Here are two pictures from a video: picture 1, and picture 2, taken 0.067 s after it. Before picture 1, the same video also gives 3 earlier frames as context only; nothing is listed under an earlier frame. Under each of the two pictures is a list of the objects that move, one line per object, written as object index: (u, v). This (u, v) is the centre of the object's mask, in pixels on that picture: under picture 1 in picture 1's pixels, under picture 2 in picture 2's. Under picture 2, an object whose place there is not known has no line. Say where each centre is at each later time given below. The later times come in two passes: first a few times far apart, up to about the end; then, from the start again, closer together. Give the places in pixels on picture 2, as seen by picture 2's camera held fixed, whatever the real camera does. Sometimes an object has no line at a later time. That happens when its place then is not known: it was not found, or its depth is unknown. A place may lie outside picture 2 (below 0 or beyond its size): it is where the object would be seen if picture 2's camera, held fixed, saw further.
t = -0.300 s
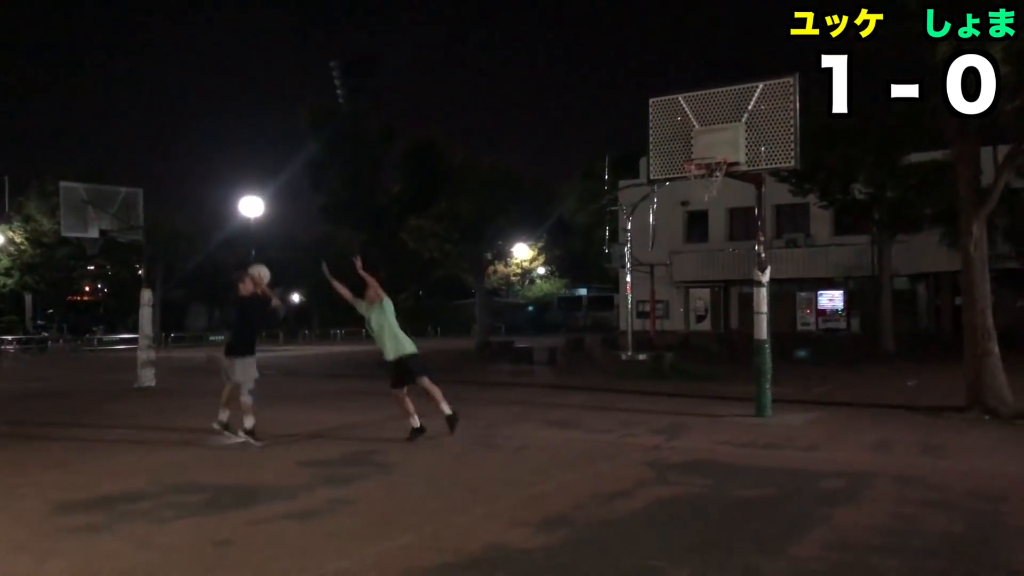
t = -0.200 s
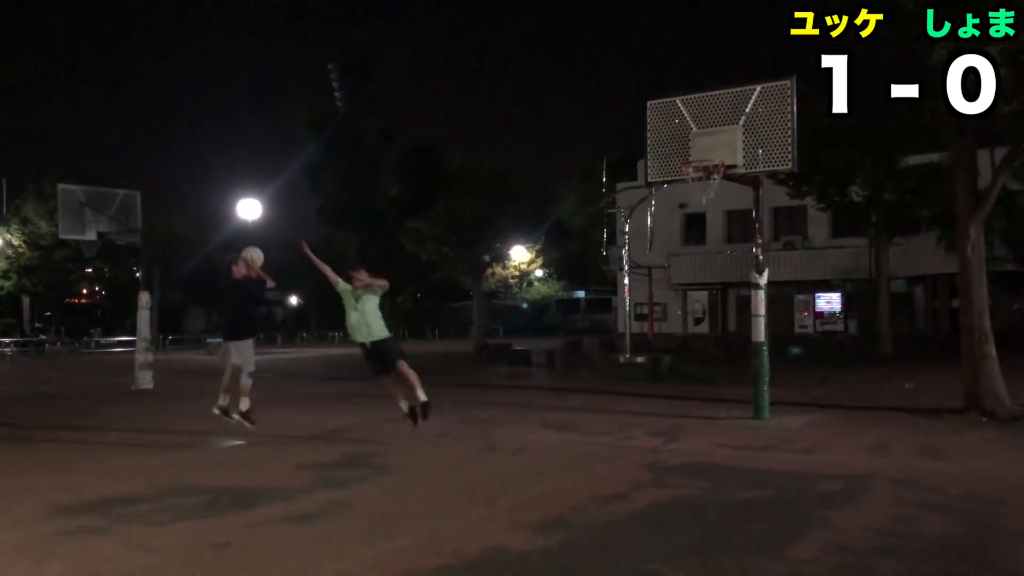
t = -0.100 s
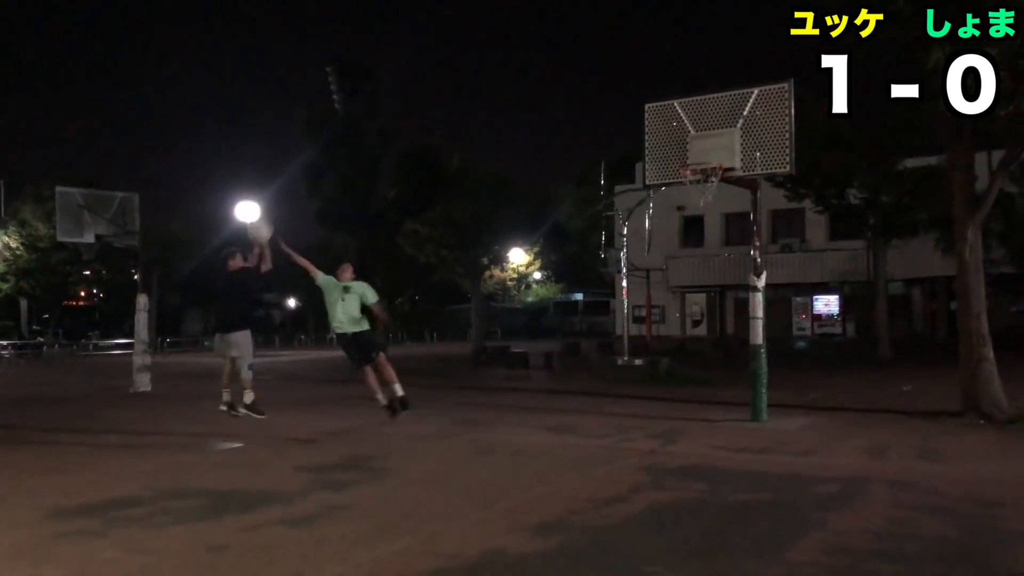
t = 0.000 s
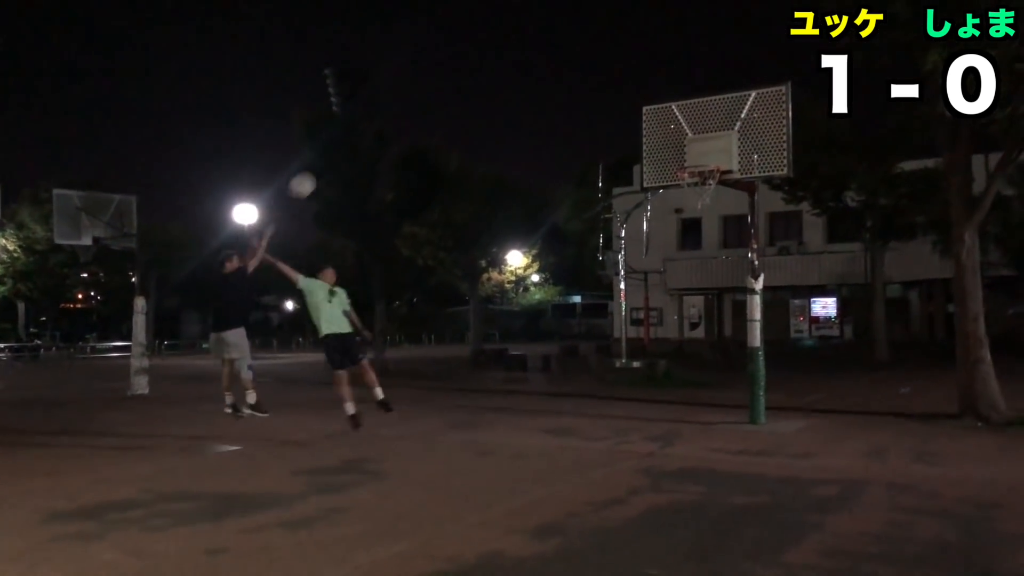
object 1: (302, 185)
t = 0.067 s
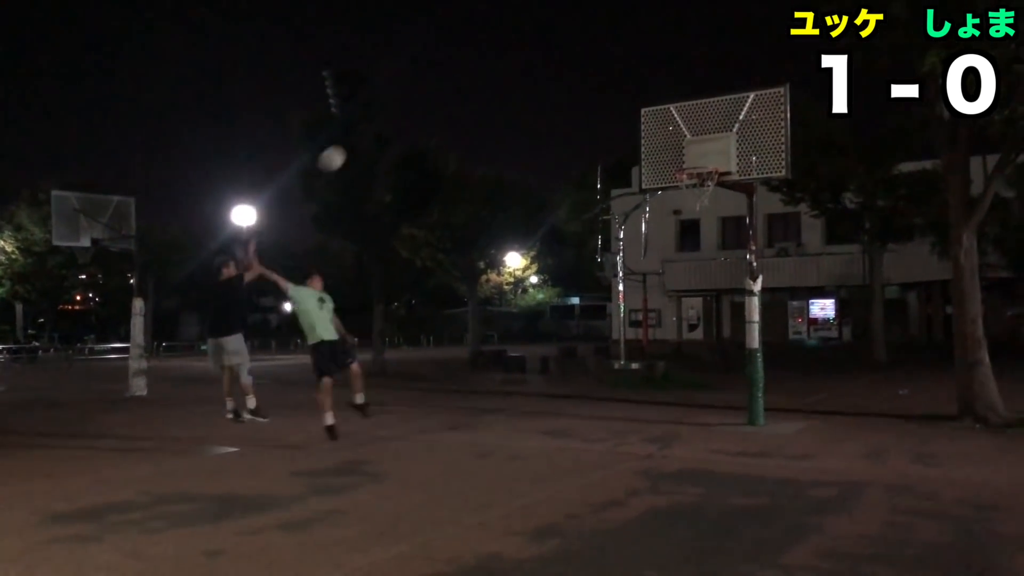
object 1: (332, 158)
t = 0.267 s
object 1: (423, 100)
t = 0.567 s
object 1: (556, 78)
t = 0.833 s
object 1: (673, 123)
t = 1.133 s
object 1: (742, 125)
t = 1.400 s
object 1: (781, 116)
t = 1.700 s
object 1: (833, 193)
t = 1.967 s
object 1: (890, 356)
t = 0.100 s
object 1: (347, 147)
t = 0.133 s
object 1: (362, 136)
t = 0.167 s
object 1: (378, 125)
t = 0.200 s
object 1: (393, 116)
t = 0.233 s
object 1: (408, 107)
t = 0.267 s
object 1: (423, 100)
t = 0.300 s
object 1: (438, 94)
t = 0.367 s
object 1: (467, 85)
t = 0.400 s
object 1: (483, 81)
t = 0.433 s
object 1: (497, 79)
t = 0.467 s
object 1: (512, 77)
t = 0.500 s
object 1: (527, 77)
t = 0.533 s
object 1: (542, 77)
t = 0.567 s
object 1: (556, 78)
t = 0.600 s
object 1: (571, 81)
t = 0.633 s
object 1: (585, 84)
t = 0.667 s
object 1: (599, 89)
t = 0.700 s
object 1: (615, 94)
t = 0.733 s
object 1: (629, 99)
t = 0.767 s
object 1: (643, 106)
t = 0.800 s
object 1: (659, 114)
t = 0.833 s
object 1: (673, 123)
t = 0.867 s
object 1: (688, 133)
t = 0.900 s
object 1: (705, 145)
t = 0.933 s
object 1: (716, 154)
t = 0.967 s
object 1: (720, 159)
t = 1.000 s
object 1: (725, 151)
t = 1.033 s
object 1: (729, 144)
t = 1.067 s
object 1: (735, 136)
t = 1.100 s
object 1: (738, 130)
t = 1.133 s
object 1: (742, 125)
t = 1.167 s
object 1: (746, 121)
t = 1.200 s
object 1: (751, 116)
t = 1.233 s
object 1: (755, 114)
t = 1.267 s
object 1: (760, 112)
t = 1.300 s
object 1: (766, 112)
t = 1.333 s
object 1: (770, 112)
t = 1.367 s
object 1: (775, 114)
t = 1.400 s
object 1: (781, 116)
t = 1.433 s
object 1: (786, 120)
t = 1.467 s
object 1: (792, 125)
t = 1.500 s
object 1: (797, 130)
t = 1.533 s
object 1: (802, 138)
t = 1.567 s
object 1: (808, 146)
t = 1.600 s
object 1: (813, 156)
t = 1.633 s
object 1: (819, 166)
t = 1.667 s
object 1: (825, 179)
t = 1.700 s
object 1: (833, 193)
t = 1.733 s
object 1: (839, 207)
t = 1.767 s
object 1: (845, 223)
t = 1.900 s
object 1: (874, 305)
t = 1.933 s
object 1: (882, 329)
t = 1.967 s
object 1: (890, 356)
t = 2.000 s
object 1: (896, 384)
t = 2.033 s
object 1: (899, 410)
